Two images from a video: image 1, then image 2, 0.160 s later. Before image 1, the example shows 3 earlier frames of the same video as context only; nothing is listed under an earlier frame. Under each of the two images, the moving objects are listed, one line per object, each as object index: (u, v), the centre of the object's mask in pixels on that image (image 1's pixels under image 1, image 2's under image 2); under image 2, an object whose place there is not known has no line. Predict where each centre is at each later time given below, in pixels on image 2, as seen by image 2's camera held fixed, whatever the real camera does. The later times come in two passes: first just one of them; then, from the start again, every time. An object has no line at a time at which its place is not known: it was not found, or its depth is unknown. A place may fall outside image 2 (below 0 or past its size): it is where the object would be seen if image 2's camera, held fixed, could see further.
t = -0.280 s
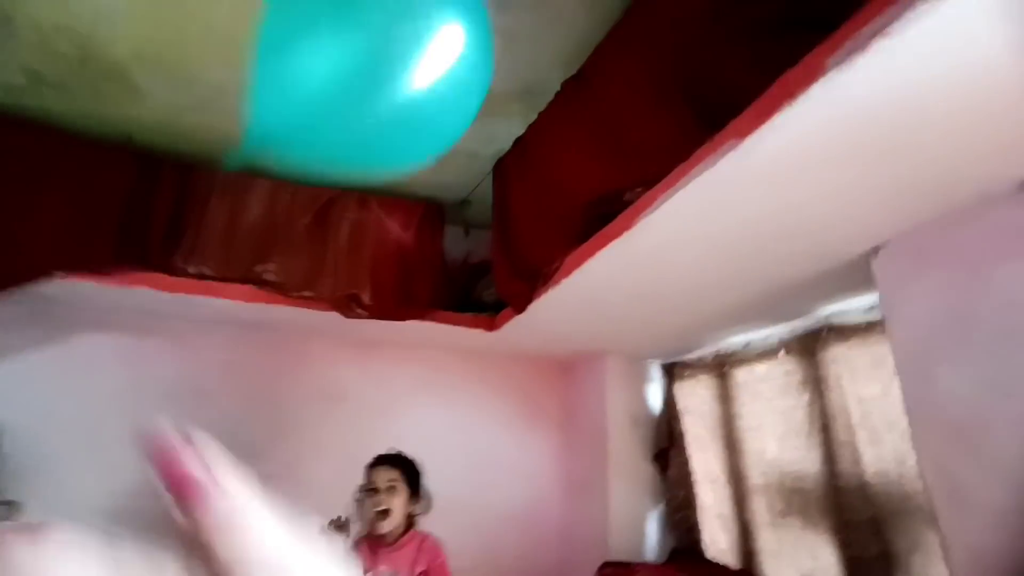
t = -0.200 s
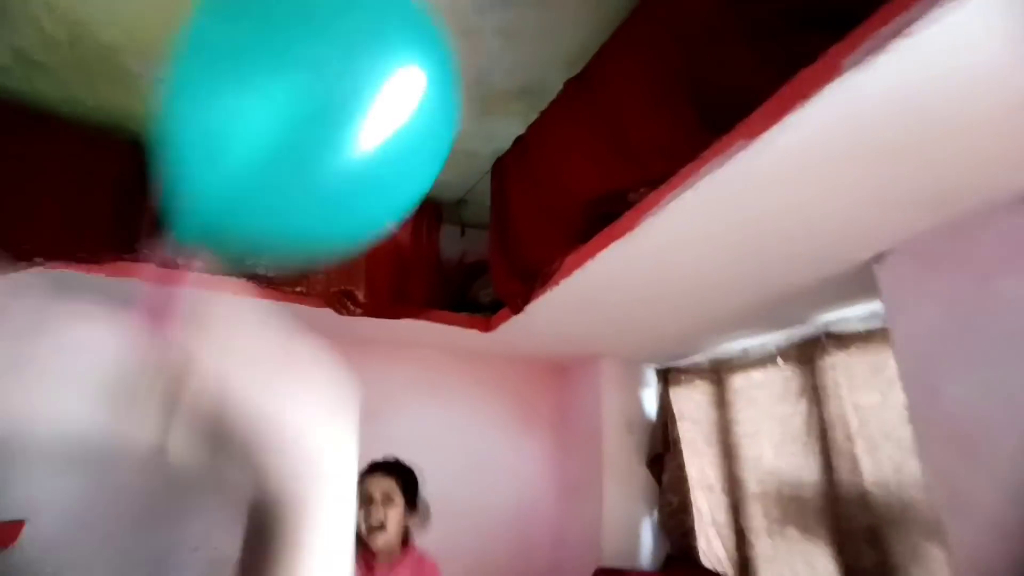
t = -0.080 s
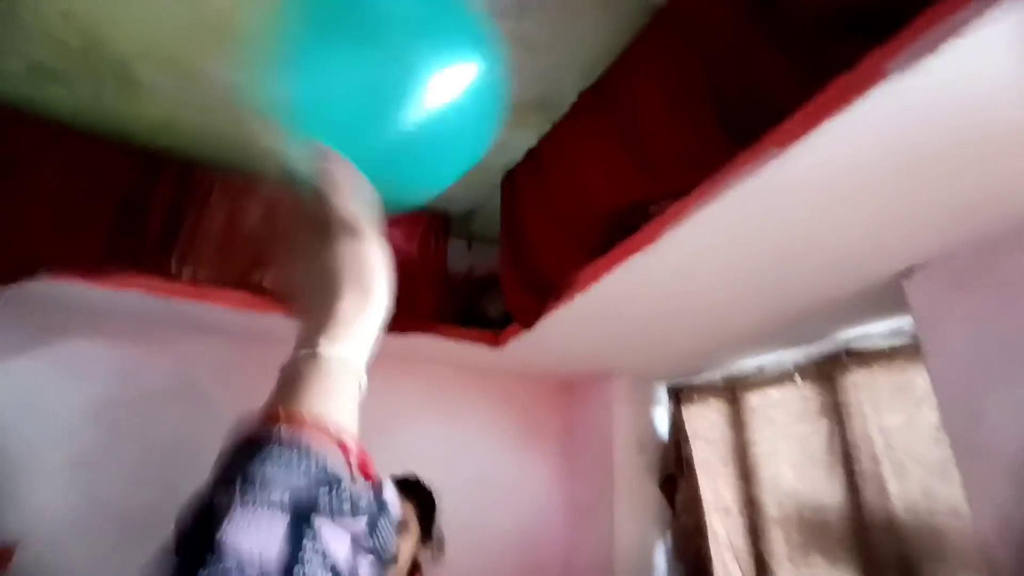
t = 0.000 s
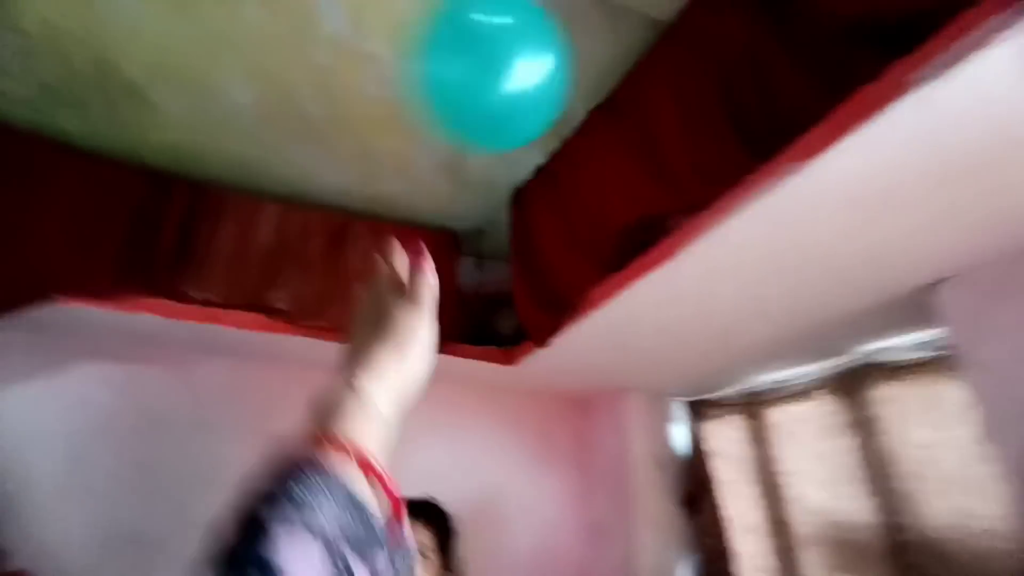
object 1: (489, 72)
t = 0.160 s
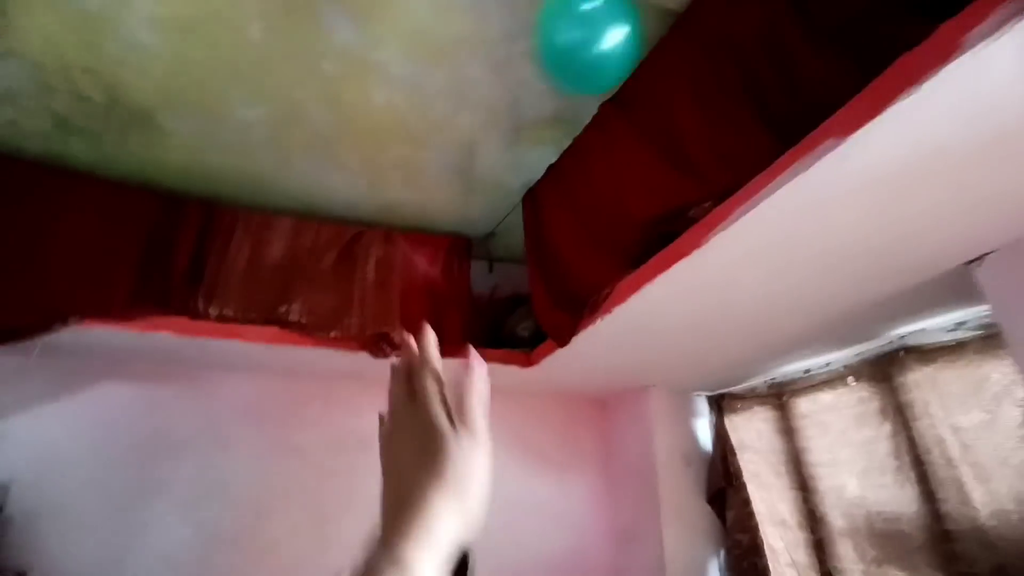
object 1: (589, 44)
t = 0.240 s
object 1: (618, 45)
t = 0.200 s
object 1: (604, 43)
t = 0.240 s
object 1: (618, 45)
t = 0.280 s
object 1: (633, 45)
